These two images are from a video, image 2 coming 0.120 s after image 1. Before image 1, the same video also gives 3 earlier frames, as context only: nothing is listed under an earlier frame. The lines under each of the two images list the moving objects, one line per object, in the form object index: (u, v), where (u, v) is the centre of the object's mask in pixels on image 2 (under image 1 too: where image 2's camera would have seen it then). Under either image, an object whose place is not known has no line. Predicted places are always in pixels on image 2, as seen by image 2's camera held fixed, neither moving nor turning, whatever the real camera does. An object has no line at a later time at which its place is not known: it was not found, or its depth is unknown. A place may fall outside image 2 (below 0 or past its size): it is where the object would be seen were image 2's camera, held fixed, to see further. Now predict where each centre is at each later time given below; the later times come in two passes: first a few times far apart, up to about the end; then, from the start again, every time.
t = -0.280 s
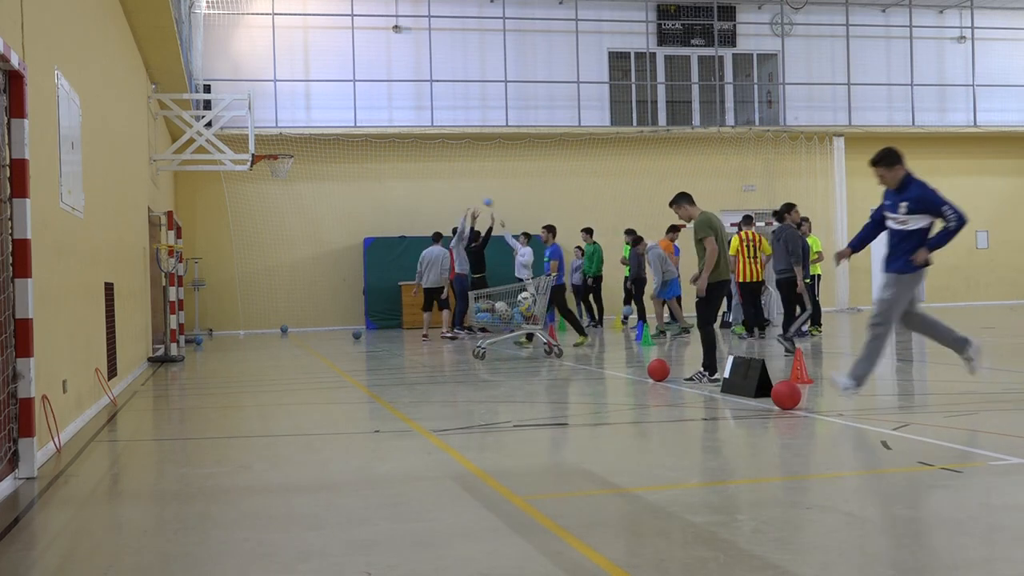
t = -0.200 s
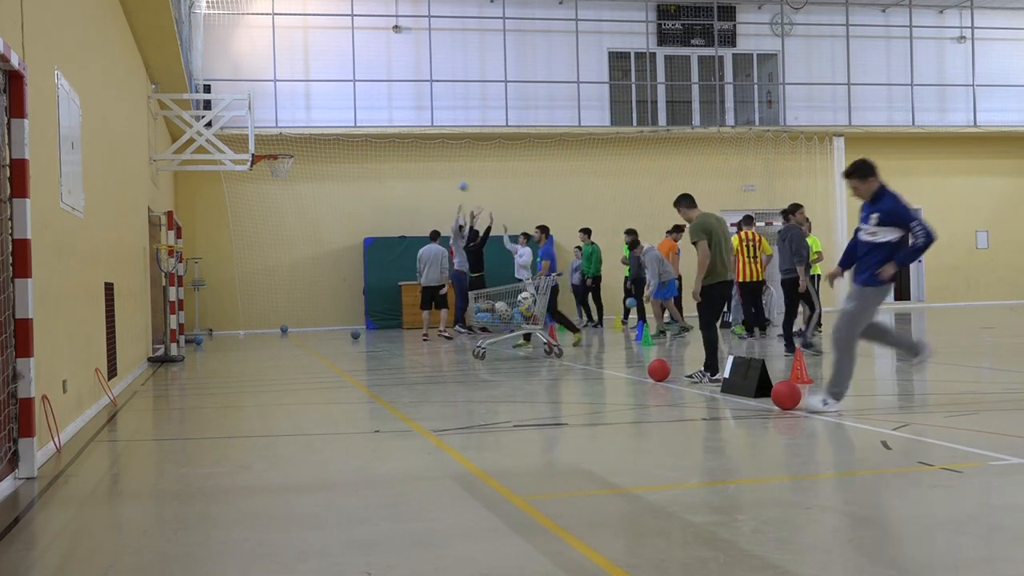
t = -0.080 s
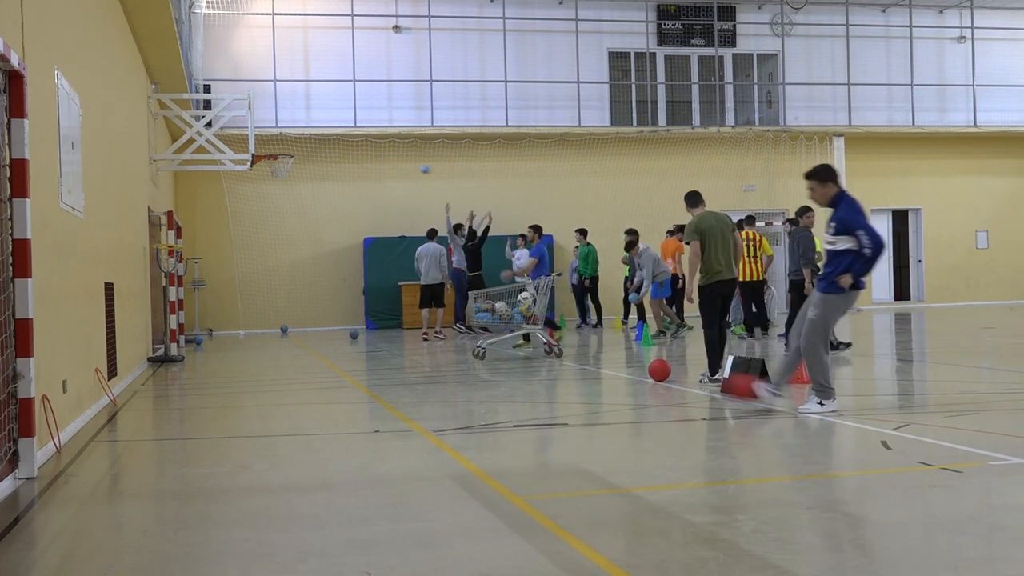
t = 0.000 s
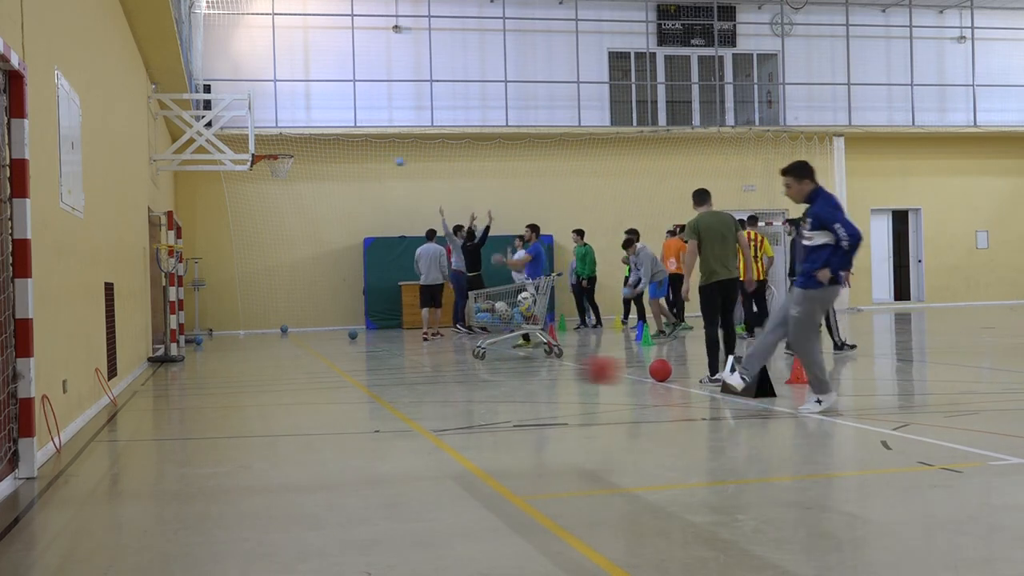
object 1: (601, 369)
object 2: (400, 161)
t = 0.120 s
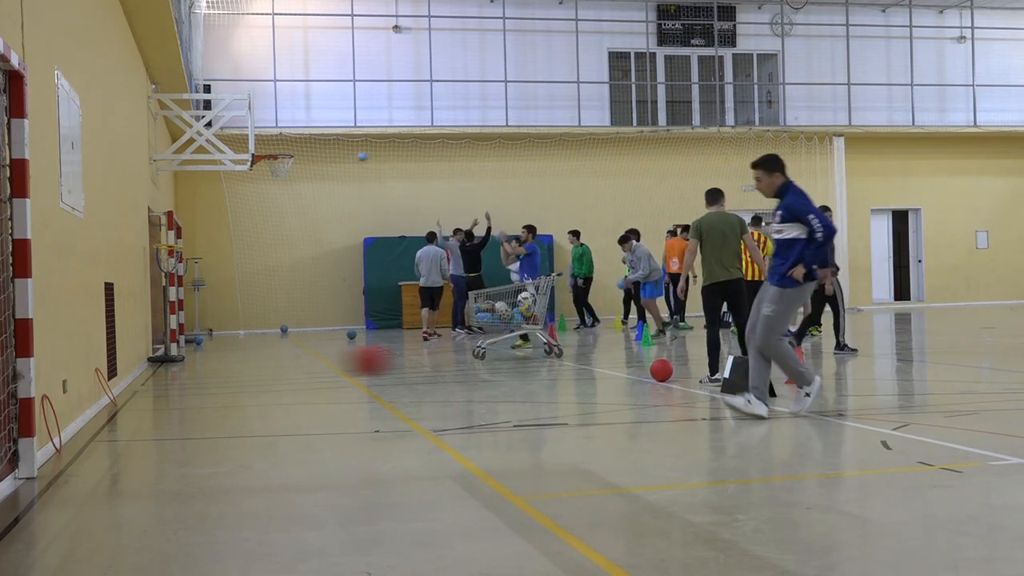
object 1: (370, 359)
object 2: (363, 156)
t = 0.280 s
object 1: (49, 388)
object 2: (313, 161)
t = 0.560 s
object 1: (311, 420)
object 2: (227, 203)
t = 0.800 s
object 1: (454, 397)
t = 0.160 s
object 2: (350, 156)
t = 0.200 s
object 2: (338, 157)
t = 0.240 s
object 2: (326, 159)
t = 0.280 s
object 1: (49, 388)
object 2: (313, 161)
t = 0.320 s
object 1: (86, 391)
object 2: (301, 164)
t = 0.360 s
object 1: (131, 398)
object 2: (290, 169)
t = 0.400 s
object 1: (171, 406)
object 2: (279, 174)
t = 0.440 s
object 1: (212, 417)
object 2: (264, 179)
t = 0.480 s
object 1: (253, 432)
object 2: (252, 186)
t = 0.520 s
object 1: (287, 433)
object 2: (240, 194)
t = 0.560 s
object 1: (311, 420)
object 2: (227, 203)
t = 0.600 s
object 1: (334, 409)
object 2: (215, 211)
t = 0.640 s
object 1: (358, 400)
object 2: (203, 222)
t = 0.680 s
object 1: (383, 396)
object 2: (191, 233)
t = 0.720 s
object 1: (406, 394)
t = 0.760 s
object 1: (429, 393)
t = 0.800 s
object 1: (454, 397)
